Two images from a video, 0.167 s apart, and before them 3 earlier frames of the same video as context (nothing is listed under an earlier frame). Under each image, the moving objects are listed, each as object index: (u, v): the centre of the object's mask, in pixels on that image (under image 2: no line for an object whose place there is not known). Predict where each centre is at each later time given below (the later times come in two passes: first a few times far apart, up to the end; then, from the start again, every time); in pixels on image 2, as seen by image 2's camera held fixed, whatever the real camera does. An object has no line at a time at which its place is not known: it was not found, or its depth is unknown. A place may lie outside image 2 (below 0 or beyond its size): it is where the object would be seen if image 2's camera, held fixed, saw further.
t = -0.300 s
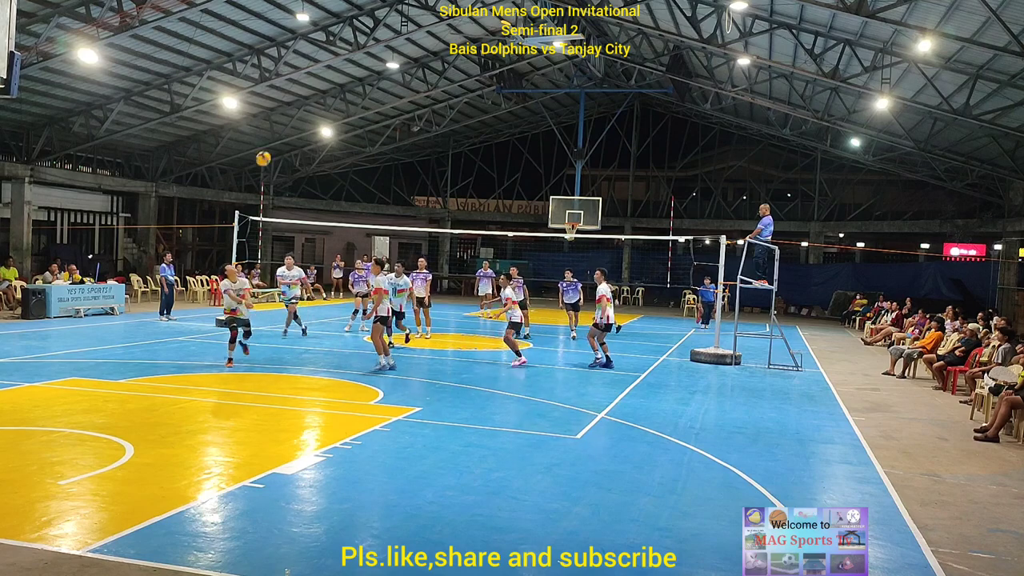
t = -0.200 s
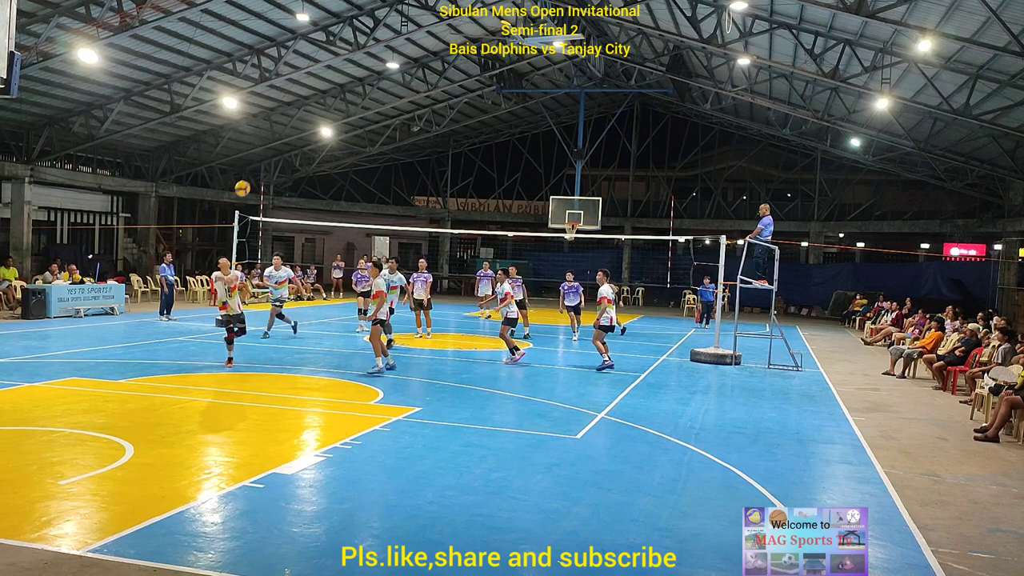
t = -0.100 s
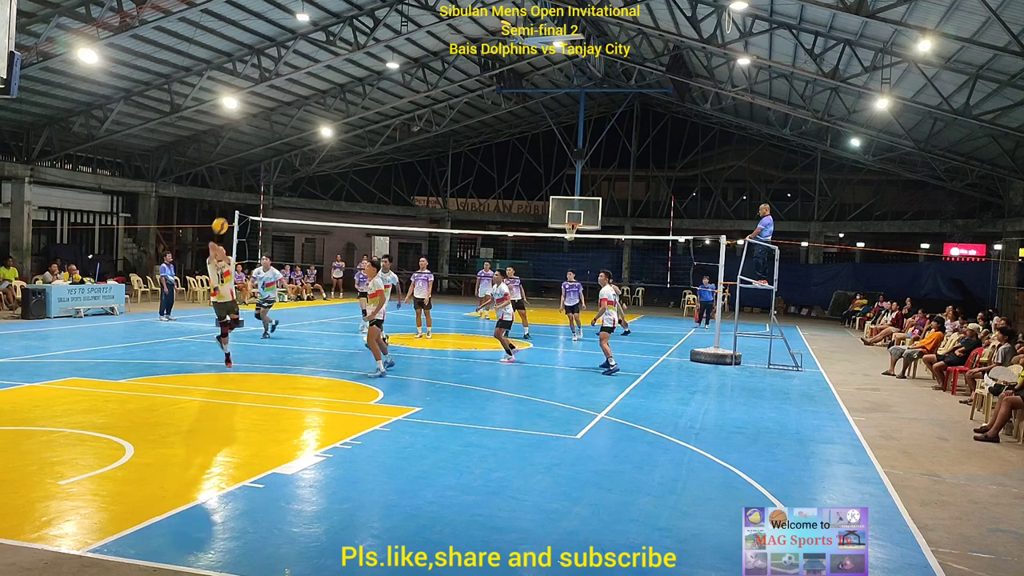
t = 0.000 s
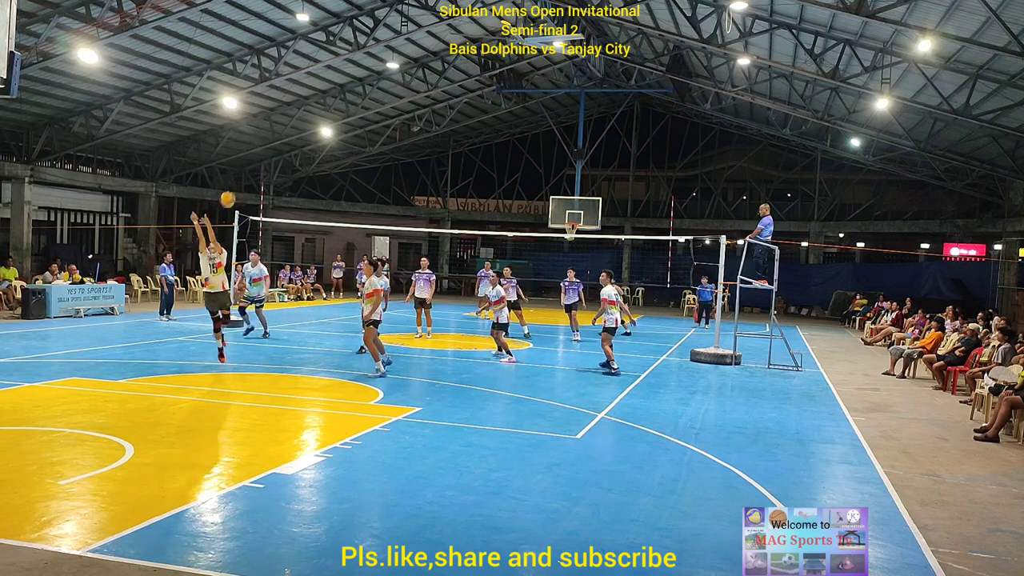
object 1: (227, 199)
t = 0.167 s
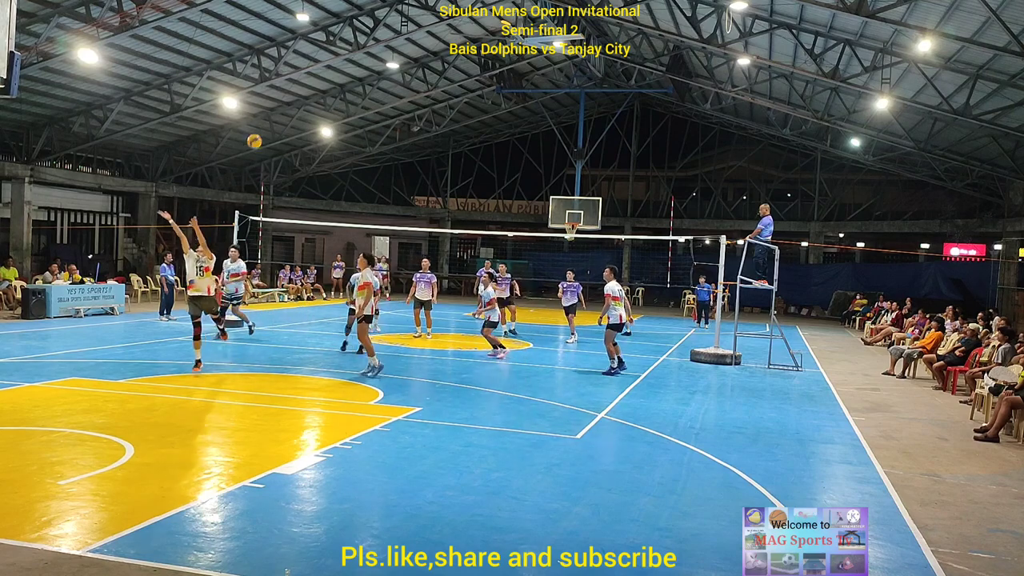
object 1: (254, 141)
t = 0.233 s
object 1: (264, 124)
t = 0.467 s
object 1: (295, 92)
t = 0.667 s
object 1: (318, 92)
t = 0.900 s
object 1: (341, 118)
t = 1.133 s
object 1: (360, 169)
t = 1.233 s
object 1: (367, 197)
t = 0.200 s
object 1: (259, 132)
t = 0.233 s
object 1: (264, 124)
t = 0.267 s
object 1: (269, 118)
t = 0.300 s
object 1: (274, 111)
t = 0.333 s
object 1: (278, 106)
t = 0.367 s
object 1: (283, 101)
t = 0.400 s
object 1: (287, 97)
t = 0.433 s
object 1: (292, 94)
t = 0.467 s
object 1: (295, 92)
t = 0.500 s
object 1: (300, 90)
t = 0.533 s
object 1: (304, 89)
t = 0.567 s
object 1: (307, 89)
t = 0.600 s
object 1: (311, 89)
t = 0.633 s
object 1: (315, 90)
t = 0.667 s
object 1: (318, 92)
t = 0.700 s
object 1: (322, 94)
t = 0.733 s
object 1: (325, 97)
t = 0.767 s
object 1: (328, 100)
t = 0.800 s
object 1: (332, 104)
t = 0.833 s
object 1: (335, 108)
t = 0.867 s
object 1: (338, 113)
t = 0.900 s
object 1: (341, 118)
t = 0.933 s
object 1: (344, 124)
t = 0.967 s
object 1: (347, 131)
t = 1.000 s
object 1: (349, 137)
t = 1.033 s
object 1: (352, 145)
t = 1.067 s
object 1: (355, 153)
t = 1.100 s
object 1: (357, 160)
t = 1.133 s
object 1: (360, 169)
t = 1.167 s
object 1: (362, 178)
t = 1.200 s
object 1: (364, 187)
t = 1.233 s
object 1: (367, 197)
